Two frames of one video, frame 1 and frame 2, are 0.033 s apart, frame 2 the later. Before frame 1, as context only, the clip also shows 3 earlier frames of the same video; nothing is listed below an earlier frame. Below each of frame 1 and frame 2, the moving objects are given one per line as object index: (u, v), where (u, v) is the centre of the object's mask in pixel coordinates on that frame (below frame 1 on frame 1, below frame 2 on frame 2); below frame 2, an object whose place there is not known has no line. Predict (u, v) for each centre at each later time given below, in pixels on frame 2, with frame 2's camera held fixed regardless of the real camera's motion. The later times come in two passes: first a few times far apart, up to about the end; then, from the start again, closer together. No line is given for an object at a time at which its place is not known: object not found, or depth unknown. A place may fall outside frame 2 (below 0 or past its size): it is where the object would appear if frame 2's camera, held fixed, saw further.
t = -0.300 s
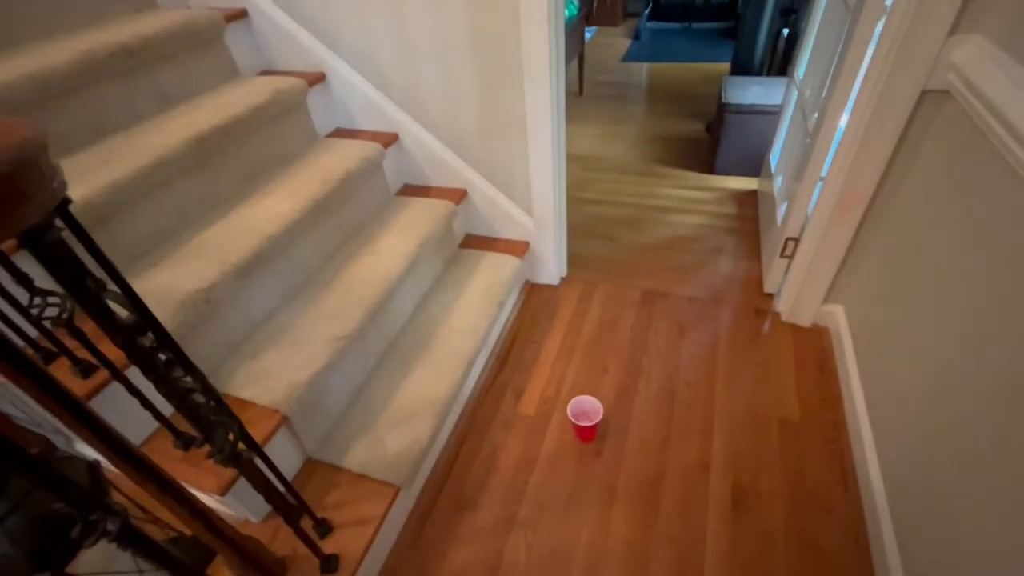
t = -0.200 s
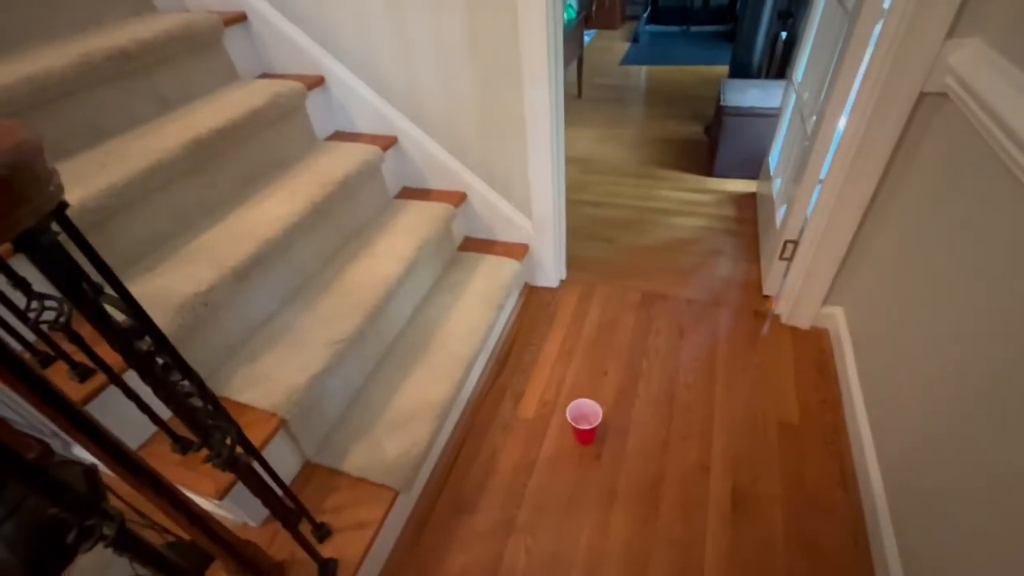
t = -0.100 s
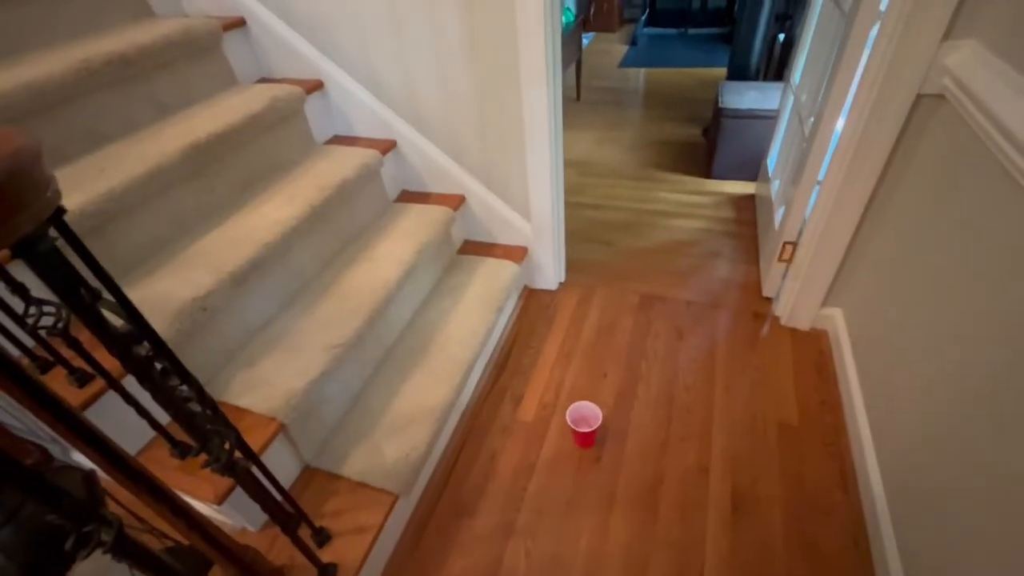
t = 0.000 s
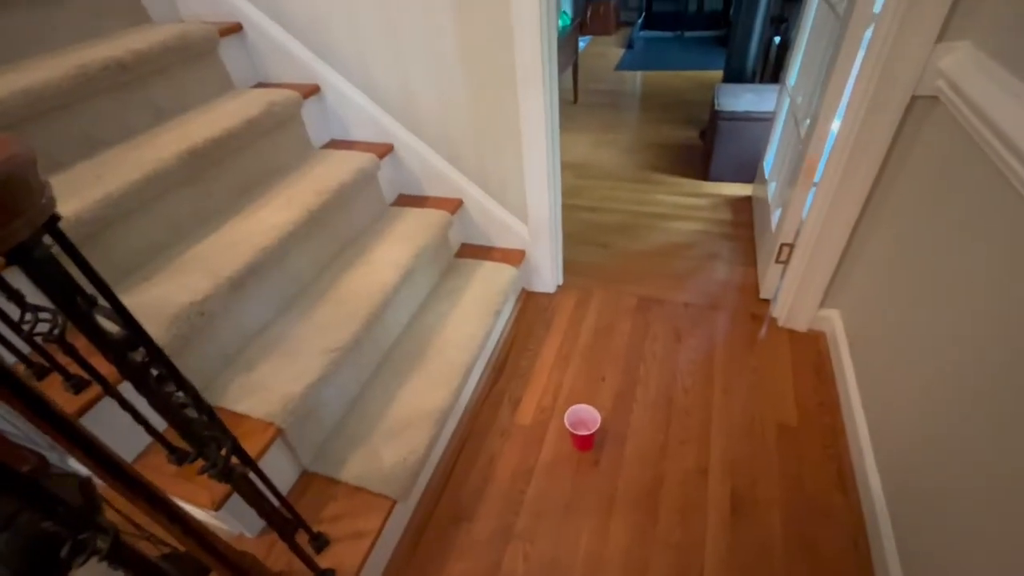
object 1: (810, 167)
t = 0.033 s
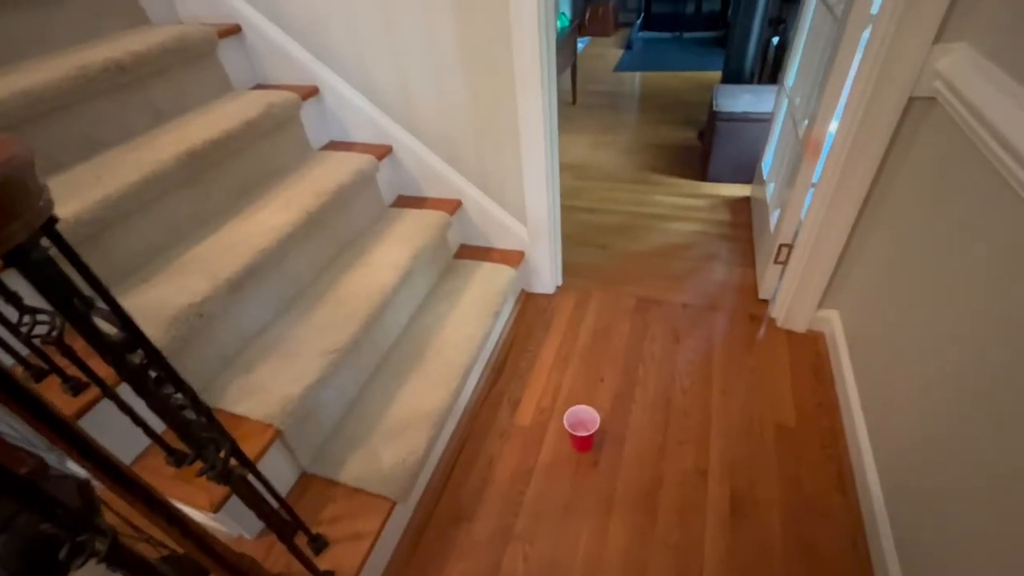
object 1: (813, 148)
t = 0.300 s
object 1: (783, 132)
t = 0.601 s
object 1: (692, 344)
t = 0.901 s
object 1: (698, 212)
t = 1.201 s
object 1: (668, 293)
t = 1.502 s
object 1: (650, 241)
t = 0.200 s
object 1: (803, 107)
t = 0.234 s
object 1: (798, 111)
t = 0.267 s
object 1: (791, 119)
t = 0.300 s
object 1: (783, 132)
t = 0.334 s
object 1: (773, 148)
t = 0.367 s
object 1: (759, 171)
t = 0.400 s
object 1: (756, 188)
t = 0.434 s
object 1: (743, 214)
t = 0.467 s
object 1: (733, 239)
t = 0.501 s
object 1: (722, 266)
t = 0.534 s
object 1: (712, 291)
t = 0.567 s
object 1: (701, 322)
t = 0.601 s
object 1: (692, 344)
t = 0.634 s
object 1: (693, 332)
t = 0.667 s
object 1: (695, 310)
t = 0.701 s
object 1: (697, 291)
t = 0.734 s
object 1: (698, 270)
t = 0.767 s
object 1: (700, 253)
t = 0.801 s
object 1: (700, 239)
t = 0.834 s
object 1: (701, 227)
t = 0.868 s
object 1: (700, 217)
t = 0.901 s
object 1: (698, 212)
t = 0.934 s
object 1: (696, 210)
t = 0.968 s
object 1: (696, 210)
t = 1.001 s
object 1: (692, 215)
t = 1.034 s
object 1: (689, 221)
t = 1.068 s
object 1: (685, 232)
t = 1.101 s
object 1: (681, 245)
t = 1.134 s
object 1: (676, 260)
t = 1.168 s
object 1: (672, 275)
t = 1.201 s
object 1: (668, 293)
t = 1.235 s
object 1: (664, 312)
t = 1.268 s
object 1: (659, 327)
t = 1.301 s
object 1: (659, 313)
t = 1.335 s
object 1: (659, 294)
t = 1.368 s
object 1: (658, 281)
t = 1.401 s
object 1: (657, 267)
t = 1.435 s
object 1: (655, 256)
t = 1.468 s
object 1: (653, 247)
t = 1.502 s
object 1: (650, 241)
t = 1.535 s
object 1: (647, 238)
